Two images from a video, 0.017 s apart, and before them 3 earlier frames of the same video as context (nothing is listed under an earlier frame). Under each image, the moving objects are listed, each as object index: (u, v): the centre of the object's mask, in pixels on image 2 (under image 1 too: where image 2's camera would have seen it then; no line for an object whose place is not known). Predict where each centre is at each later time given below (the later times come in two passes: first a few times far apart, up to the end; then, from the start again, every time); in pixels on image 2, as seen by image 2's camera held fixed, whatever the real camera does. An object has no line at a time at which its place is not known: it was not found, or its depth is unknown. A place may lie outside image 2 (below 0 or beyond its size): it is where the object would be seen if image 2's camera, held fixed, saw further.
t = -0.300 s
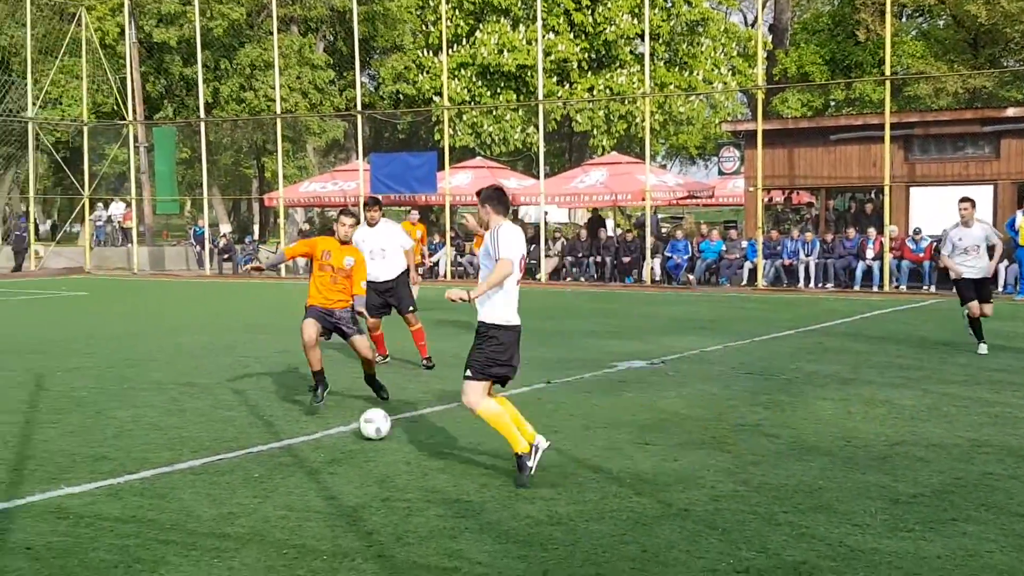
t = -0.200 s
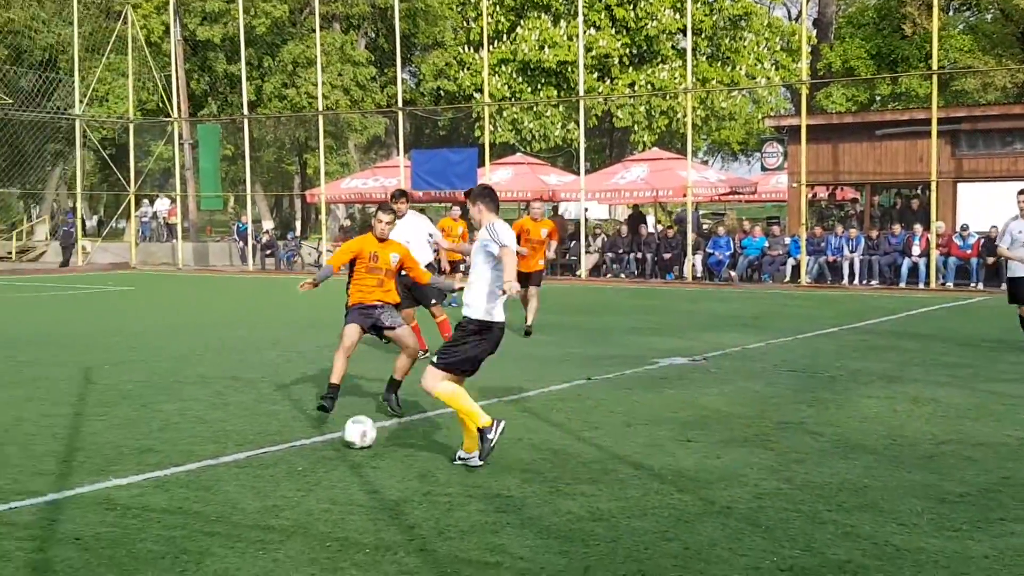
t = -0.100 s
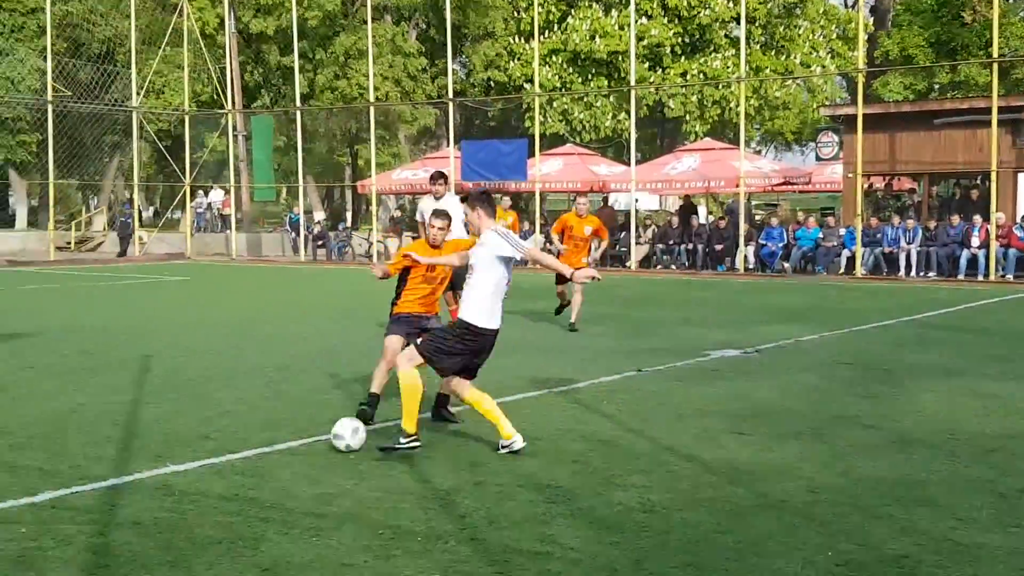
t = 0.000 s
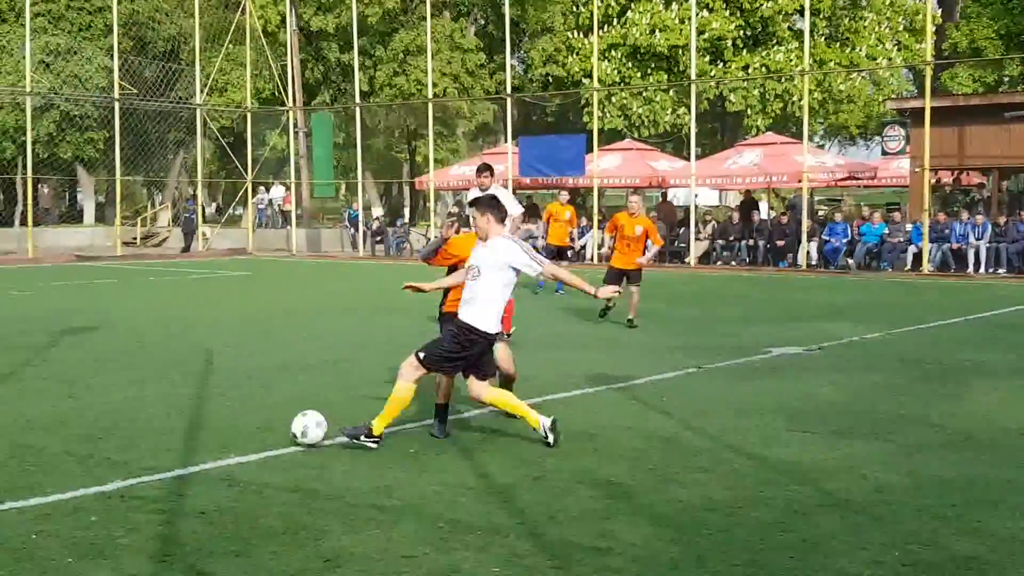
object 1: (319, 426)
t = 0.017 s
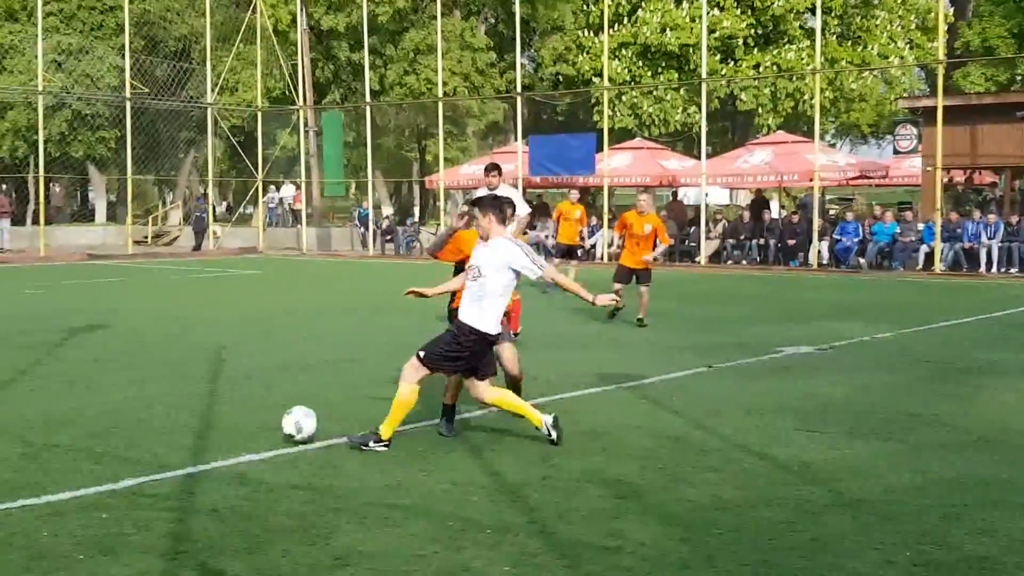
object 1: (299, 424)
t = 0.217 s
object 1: (77, 415)
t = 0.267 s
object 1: (29, 409)
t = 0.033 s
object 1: (279, 421)
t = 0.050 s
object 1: (260, 418)
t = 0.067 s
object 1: (240, 417)
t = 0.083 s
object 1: (221, 416)
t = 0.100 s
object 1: (202, 415)
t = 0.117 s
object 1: (183, 415)
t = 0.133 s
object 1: (164, 415)
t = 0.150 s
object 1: (146, 417)
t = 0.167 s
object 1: (127, 418)
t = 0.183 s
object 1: (109, 419)
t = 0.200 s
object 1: (93, 418)
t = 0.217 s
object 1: (77, 415)
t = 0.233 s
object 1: (61, 413)
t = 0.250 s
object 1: (45, 411)
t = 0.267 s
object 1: (29, 409)
